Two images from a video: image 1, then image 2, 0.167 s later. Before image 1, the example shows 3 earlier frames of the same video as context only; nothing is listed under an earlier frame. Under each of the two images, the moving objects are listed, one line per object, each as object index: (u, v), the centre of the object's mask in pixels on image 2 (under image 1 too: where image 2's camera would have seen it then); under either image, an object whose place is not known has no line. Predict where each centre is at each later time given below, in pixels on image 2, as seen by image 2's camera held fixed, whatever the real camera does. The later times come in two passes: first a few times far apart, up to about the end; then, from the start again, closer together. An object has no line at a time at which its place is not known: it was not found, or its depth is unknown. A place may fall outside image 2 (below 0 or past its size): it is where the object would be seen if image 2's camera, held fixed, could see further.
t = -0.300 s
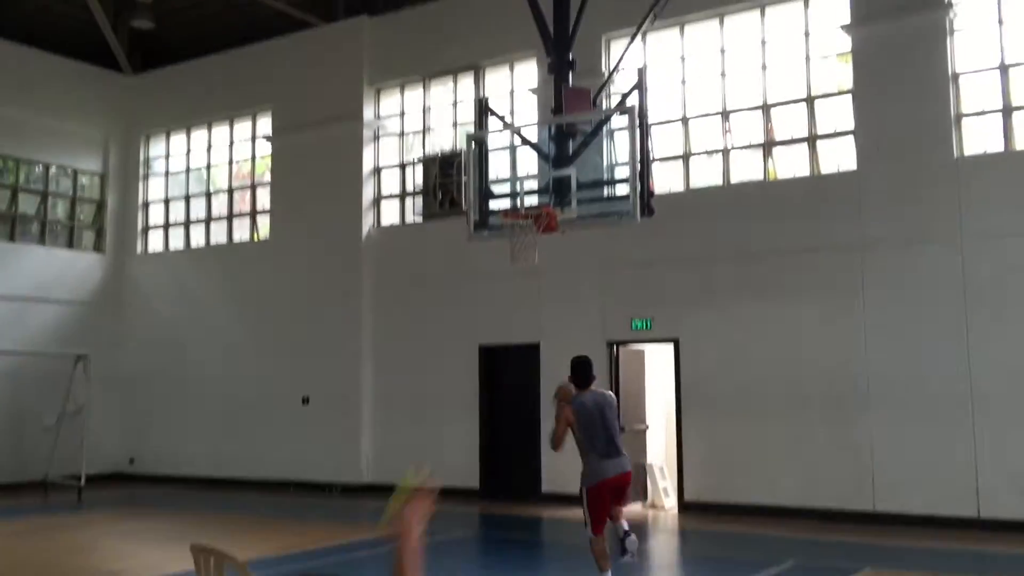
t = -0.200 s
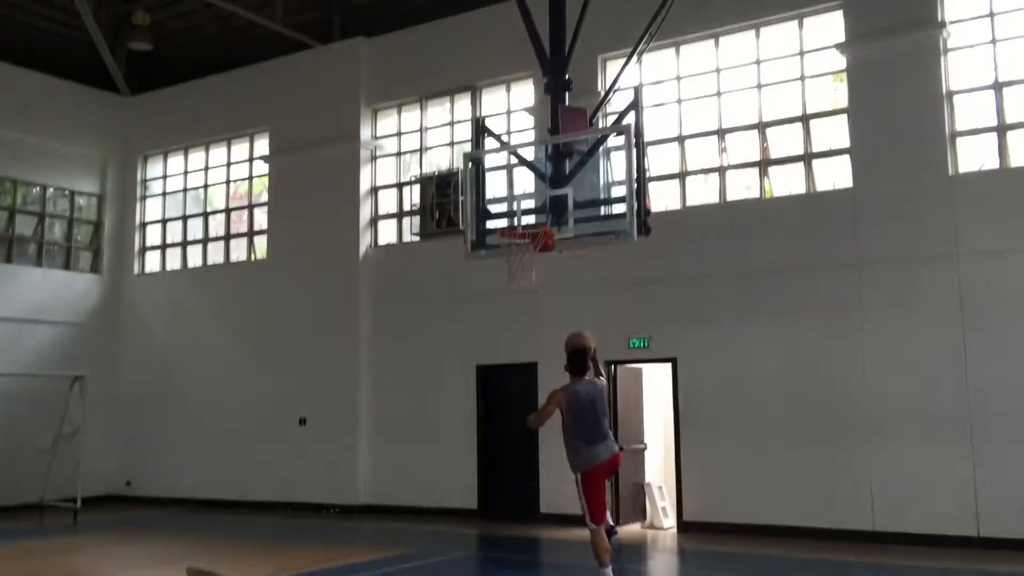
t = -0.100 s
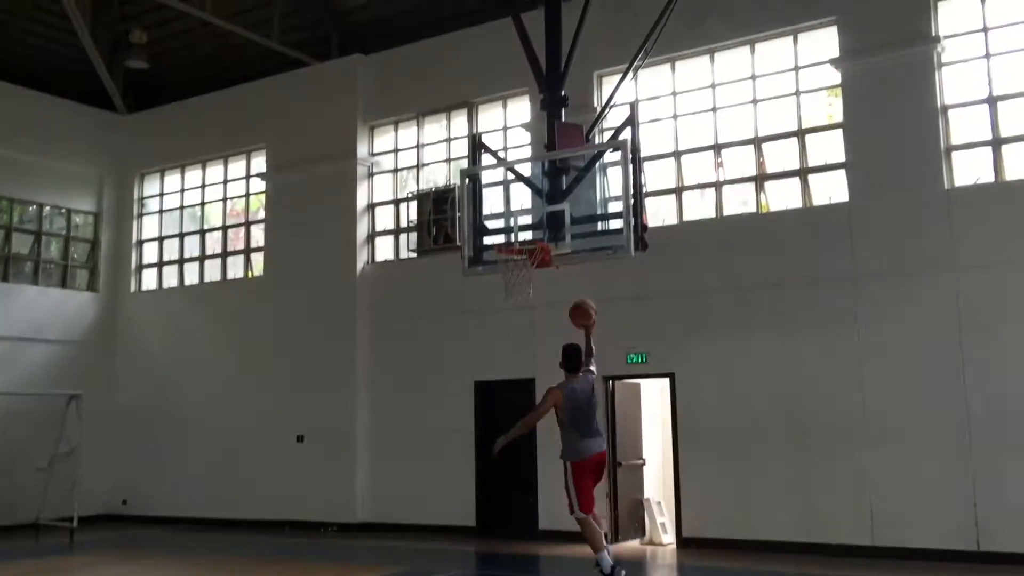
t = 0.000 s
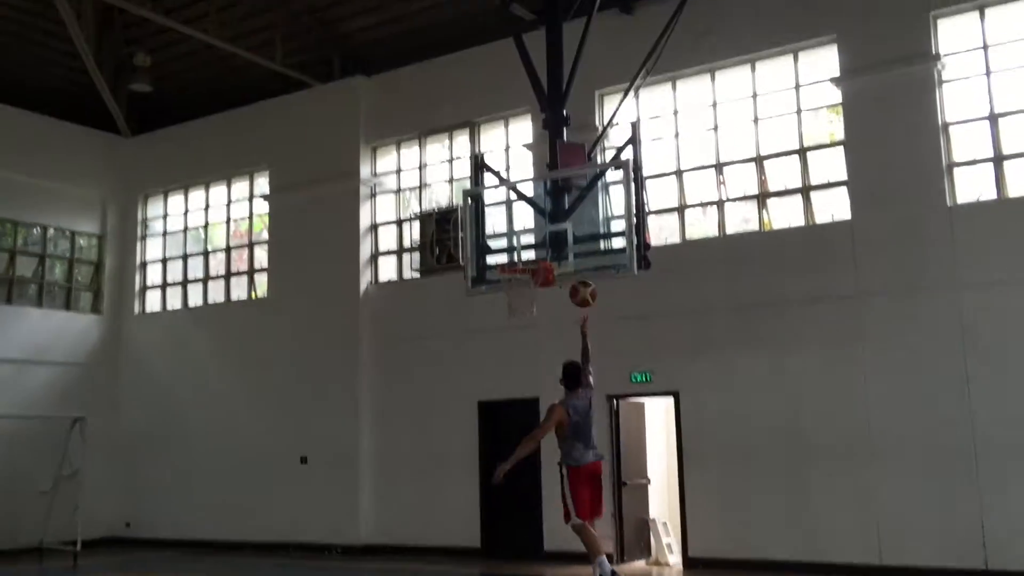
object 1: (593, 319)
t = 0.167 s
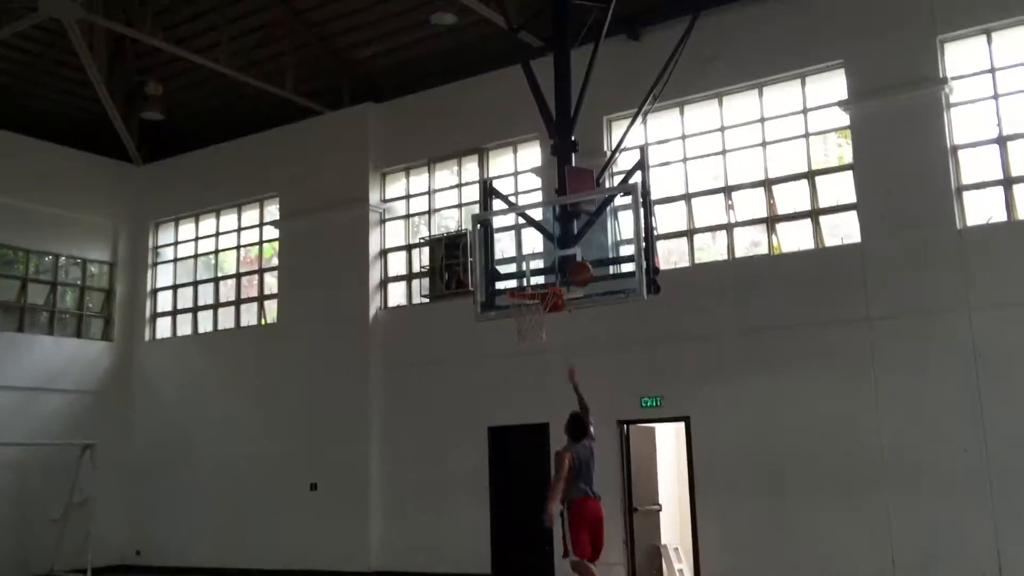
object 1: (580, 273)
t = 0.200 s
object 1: (578, 269)
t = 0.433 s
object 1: (544, 252)
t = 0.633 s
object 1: (515, 280)
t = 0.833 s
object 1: (535, 282)
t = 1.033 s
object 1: (532, 304)
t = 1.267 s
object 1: (551, 329)
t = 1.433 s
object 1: (552, 363)
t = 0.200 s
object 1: (578, 269)
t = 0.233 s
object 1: (573, 263)
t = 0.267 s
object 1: (570, 259)
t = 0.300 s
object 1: (564, 256)
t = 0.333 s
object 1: (560, 254)
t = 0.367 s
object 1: (554, 251)
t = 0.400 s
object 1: (549, 251)
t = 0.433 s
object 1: (544, 252)
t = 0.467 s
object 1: (540, 253)
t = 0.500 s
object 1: (534, 256)
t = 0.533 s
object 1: (530, 261)
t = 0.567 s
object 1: (525, 266)
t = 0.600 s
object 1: (520, 273)
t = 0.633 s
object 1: (515, 280)
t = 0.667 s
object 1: (521, 280)
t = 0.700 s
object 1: (527, 280)
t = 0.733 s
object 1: (533, 281)
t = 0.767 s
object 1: (540, 282)
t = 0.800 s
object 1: (540, 282)
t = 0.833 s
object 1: (535, 282)
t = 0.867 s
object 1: (530, 282)
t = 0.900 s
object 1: (523, 290)
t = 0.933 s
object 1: (518, 292)
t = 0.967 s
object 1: (523, 293)
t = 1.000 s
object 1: (526, 303)
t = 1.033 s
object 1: (532, 304)
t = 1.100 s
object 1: (540, 317)
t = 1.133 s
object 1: (545, 321)
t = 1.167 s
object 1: (548, 322)
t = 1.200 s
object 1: (549, 323)
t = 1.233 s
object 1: (551, 325)
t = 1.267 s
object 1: (551, 329)
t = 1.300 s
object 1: (552, 334)
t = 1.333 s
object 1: (552, 340)
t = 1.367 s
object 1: (552, 346)
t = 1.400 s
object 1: (552, 354)
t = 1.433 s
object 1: (552, 363)
